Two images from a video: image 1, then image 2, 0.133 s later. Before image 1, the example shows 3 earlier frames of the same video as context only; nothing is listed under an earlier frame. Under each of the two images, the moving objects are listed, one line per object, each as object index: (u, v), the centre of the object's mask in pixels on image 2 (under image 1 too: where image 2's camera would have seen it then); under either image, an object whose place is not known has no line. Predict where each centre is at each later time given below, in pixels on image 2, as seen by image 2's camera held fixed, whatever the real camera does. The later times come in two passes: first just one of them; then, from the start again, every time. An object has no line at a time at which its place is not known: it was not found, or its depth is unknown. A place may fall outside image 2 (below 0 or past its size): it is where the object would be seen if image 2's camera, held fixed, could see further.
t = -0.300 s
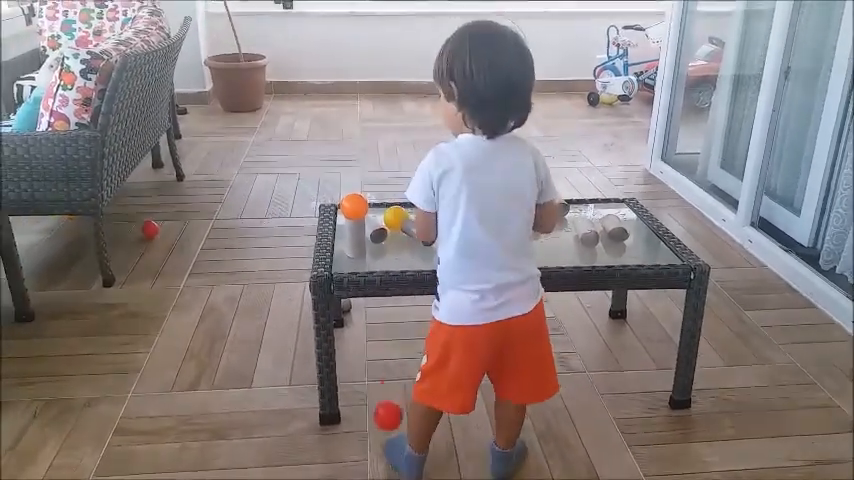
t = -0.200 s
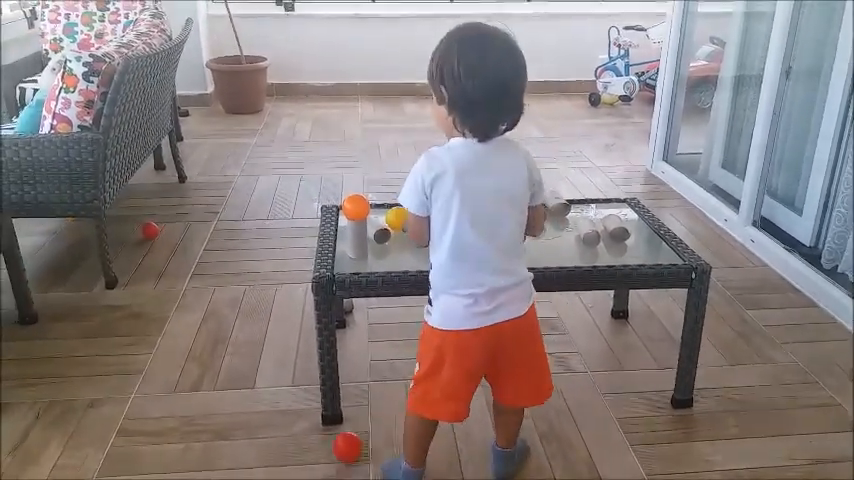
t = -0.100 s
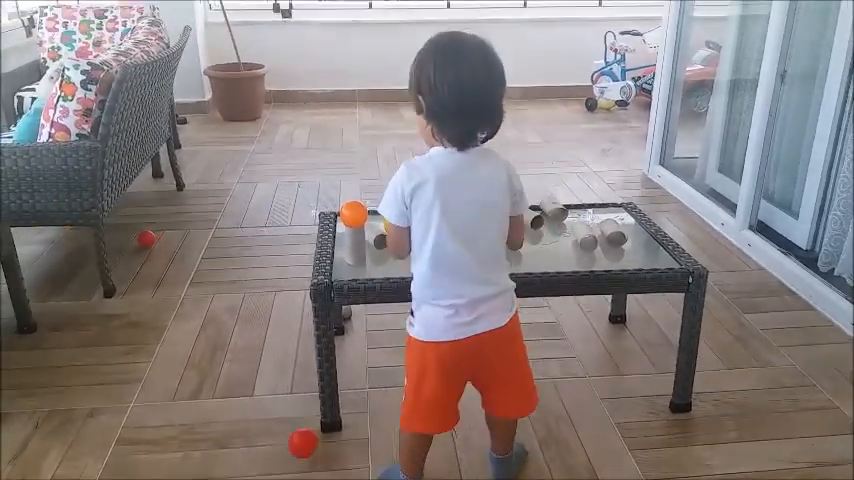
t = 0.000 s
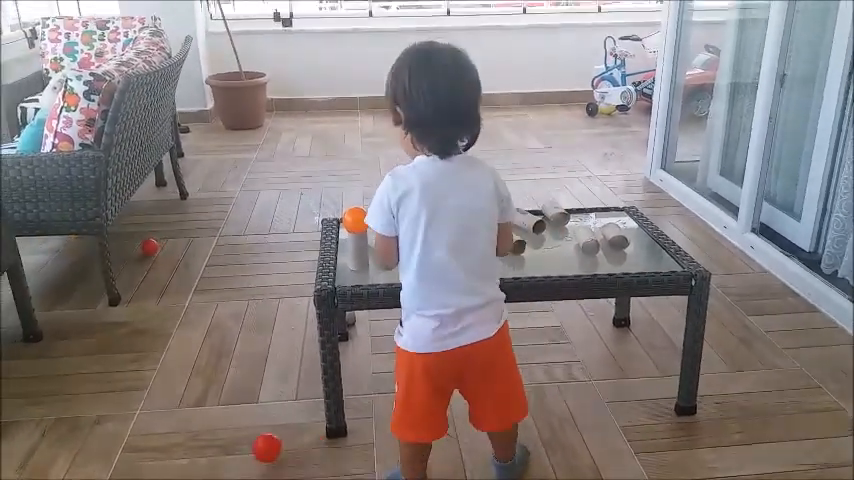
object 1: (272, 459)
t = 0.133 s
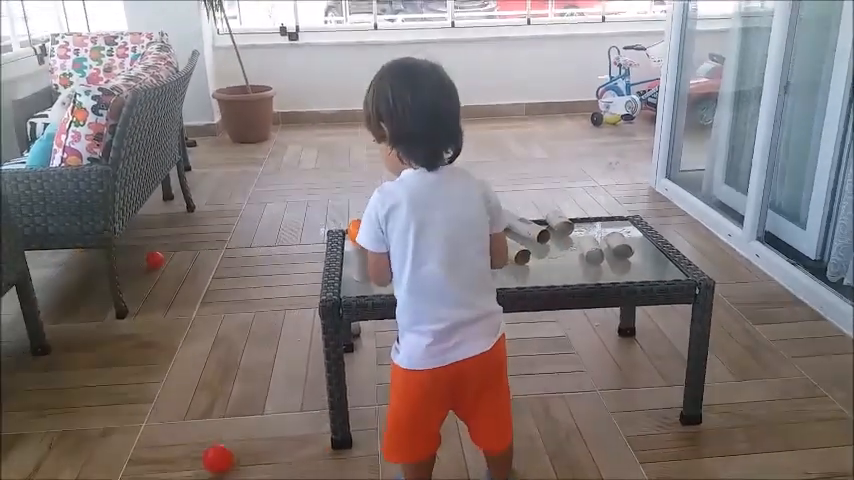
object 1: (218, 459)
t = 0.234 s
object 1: (178, 456)
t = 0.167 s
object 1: (204, 458)
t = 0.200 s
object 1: (192, 457)
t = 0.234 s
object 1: (178, 456)
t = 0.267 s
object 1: (165, 457)
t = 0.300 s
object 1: (152, 456)
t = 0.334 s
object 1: (140, 455)
